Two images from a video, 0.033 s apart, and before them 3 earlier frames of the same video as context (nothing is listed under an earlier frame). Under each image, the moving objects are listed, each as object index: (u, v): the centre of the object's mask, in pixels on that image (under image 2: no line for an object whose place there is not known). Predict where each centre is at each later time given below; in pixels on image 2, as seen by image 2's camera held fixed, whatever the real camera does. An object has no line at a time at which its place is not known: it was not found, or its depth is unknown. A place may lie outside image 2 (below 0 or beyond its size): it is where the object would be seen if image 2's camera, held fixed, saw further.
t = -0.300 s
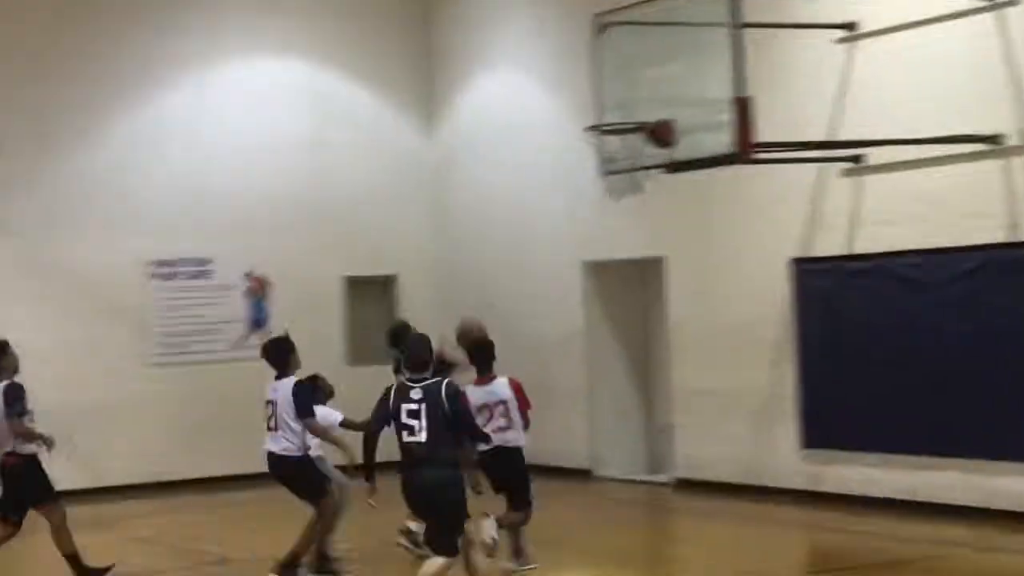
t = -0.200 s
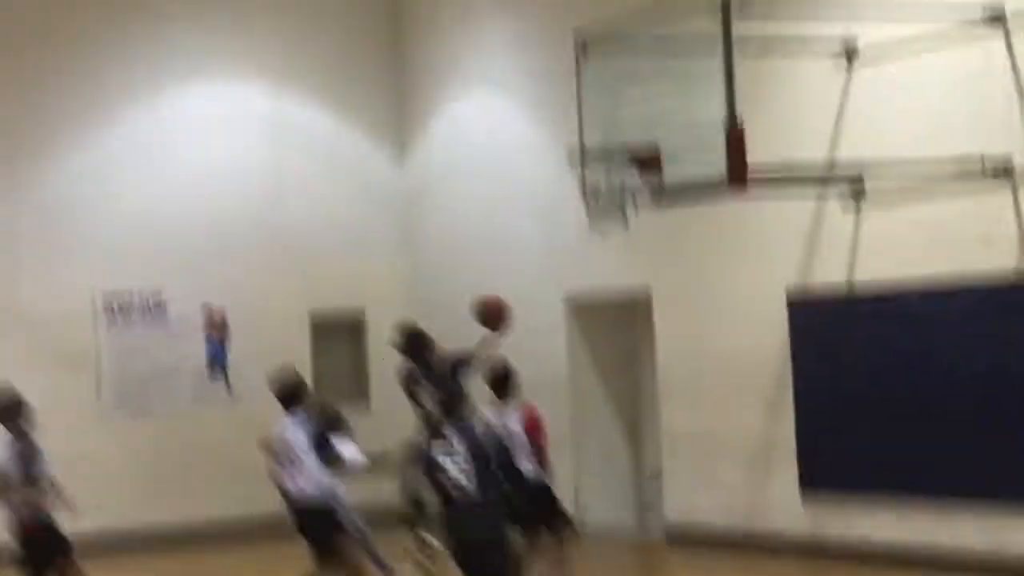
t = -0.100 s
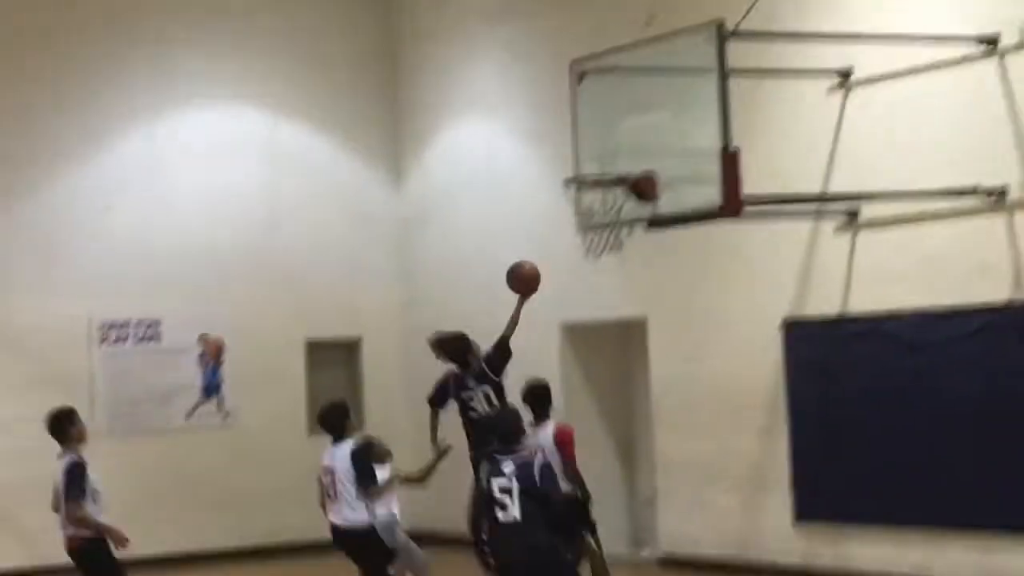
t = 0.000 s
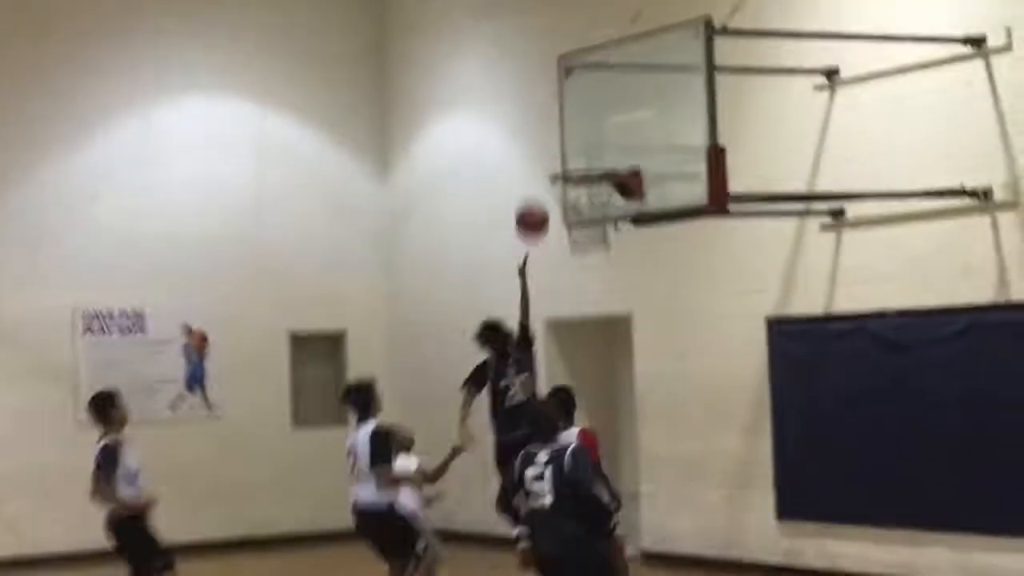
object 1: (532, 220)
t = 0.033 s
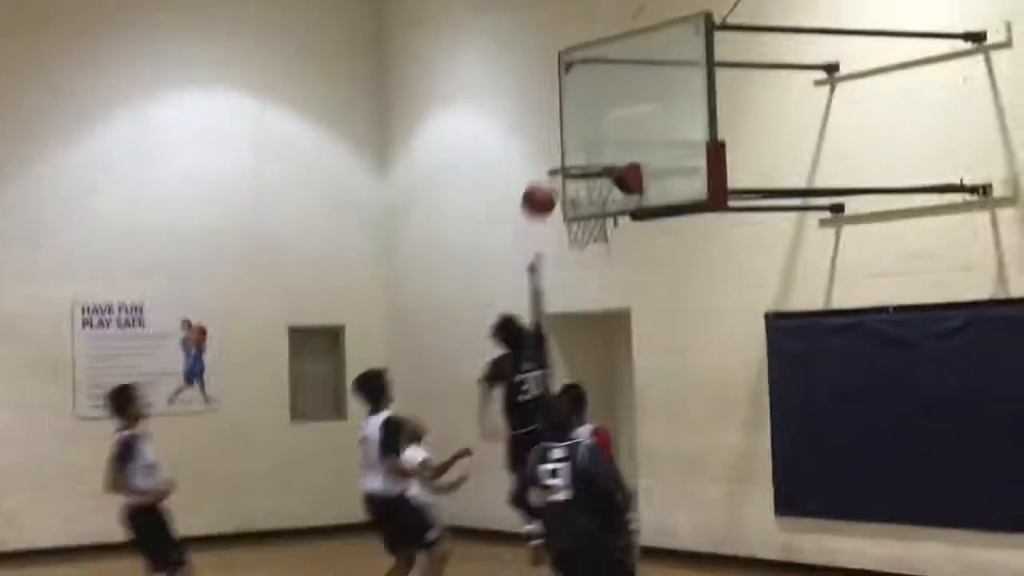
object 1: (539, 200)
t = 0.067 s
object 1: (545, 189)
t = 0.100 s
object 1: (552, 176)
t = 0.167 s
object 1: (569, 157)
